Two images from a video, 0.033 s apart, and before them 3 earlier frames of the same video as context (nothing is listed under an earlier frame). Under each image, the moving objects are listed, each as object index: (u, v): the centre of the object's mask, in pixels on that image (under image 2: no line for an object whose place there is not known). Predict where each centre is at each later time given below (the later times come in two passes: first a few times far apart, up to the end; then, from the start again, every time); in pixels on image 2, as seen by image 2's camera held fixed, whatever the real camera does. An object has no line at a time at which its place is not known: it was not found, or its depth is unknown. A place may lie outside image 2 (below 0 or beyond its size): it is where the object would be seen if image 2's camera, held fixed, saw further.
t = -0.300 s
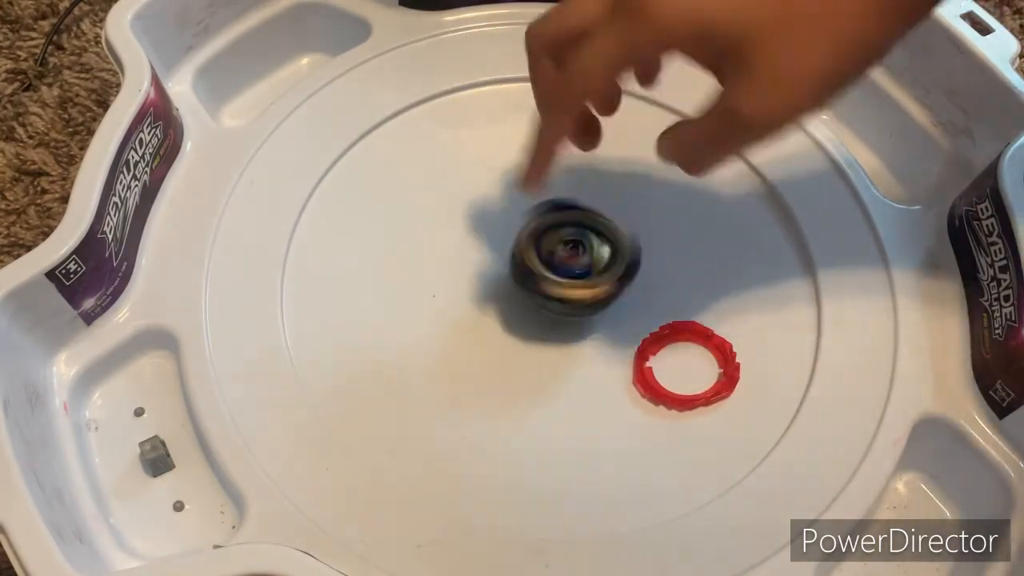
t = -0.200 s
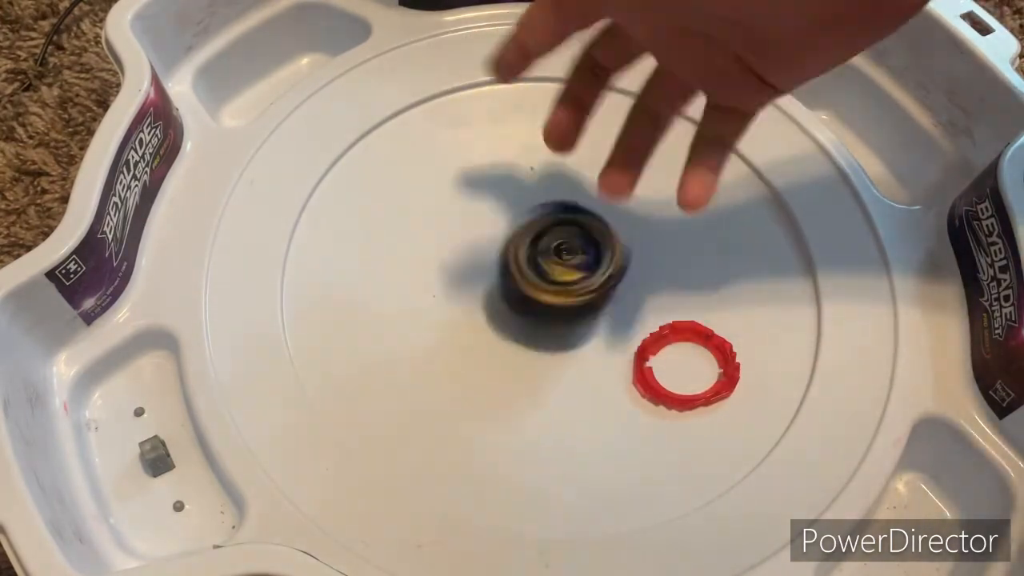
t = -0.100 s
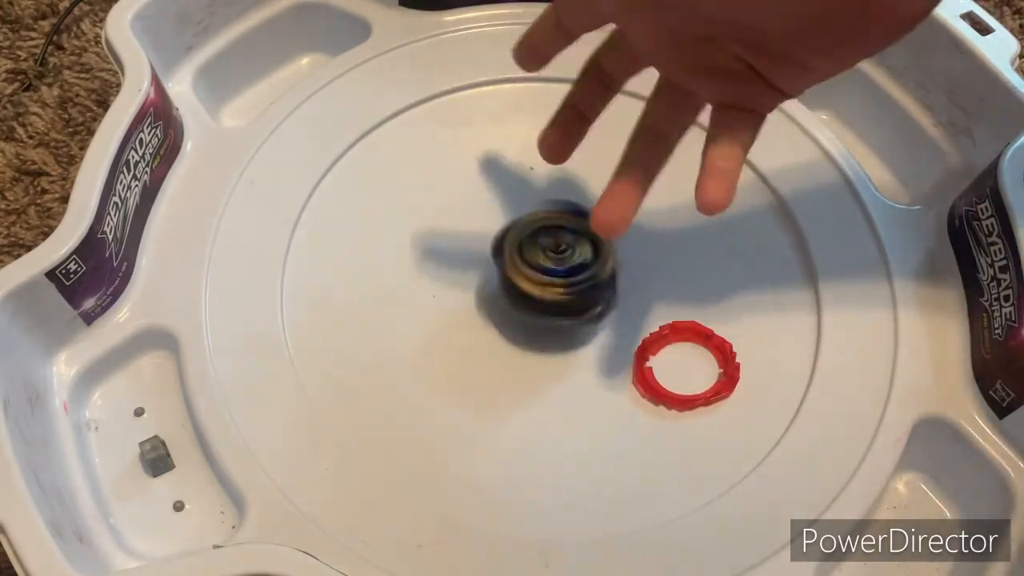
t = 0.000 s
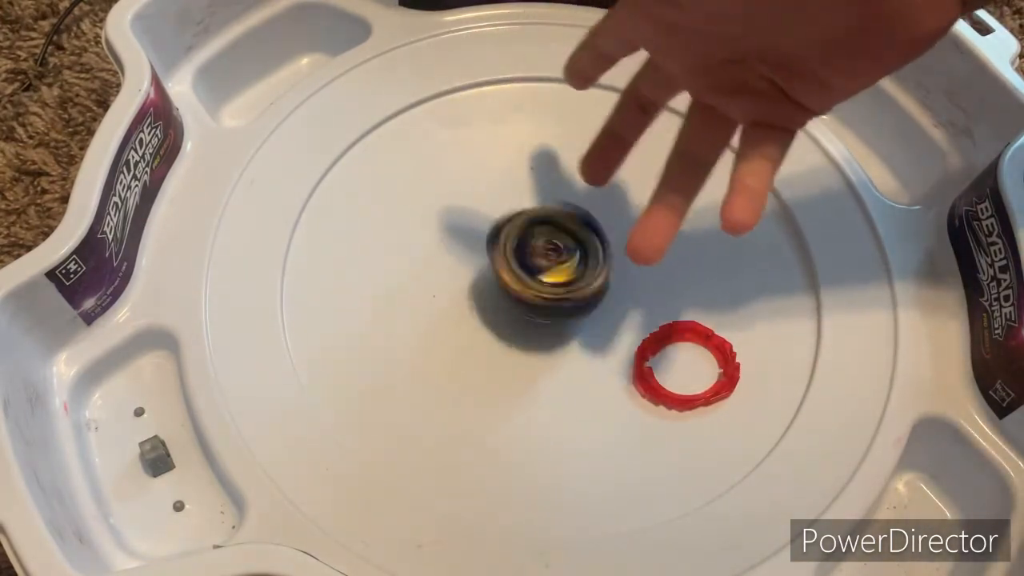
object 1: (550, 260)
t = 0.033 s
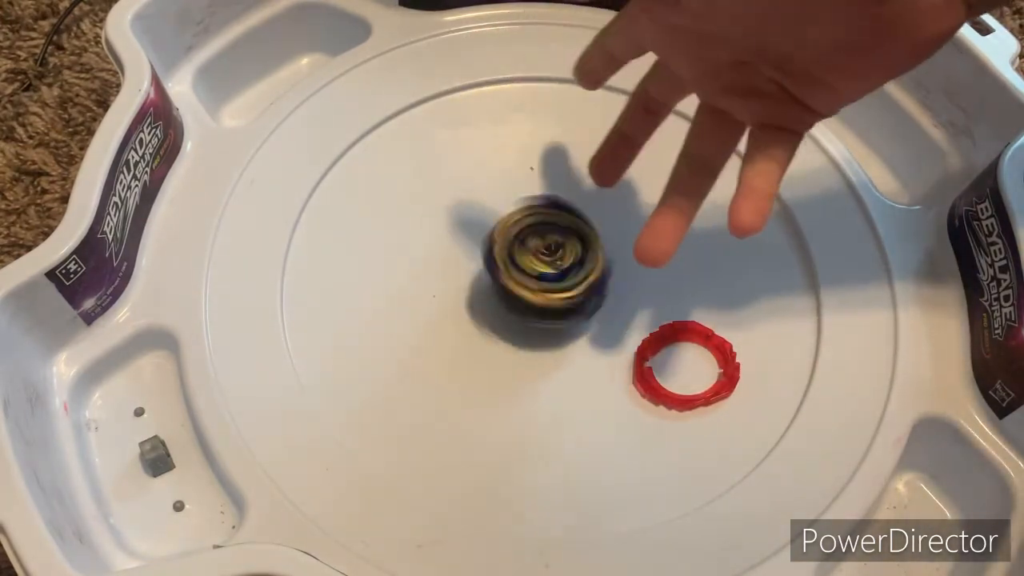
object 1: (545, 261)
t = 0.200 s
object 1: (539, 256)
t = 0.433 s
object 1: (543, 258)
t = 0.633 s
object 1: (538, 276)
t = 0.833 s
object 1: (533, 277)
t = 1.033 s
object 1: (537, 277)
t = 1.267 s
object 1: (544, 278)
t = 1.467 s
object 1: (537, 286)
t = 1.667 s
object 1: (547, 291)
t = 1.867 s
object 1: (558, 283)
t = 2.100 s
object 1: (552, 289)
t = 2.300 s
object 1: (560, 285)
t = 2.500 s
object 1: (567, 274)
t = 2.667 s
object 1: (558, 285)
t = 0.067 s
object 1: (543, 259)
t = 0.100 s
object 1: (542, 257)
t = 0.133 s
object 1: (543, 252)
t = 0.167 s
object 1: (538, 252)
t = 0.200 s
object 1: (539, 256)
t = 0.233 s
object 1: (537, 252)
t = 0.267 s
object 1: (542, 251)
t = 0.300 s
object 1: (543, 253)
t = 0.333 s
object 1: (542, 257)
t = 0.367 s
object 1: (539, 257)
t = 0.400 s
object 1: (541, 257)
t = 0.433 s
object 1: (543, 258)
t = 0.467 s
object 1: (541, 263)
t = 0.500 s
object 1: (541, 267)
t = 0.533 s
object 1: (542, 268)
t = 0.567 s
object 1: (543, 269)
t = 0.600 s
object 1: (539, 274)
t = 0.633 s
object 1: (538, 276)
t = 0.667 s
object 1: (536, 277)
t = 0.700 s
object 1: (537, 277)
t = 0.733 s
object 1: (537, 275)
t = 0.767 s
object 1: (537, 279)
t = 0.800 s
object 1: (533, 280)
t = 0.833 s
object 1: (533, 277)
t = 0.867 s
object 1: (529, 279)
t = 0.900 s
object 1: (526, 281)
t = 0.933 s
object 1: (524, 274)
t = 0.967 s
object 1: (529, 276)
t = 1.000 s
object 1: (535, 275)
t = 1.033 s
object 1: (537, 277)
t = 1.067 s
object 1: (535, 279)
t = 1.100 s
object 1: (536, 278)
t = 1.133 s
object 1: (534, 278)
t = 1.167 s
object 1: (535, 278)
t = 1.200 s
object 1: (536, 279)
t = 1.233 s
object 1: (538, 274)
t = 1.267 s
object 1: (544, 278)
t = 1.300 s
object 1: (550, 279)
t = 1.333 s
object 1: (549, 286)
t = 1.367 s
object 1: (546, 290)
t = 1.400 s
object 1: (545, 288)
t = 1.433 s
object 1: (543, 289)
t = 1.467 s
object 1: (537, 286)
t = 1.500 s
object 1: (542, 291)
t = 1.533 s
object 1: (542, 291)
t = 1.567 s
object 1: (547, 290)
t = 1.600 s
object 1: (548, 289)
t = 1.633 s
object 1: (550, 291)
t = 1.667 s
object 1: (547, 291)
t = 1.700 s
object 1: (543, 290)
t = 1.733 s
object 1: (540, 286)
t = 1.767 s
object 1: (541, 284)
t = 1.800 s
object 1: (542, 279)
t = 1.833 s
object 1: (552, 283)
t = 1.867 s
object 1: (558, 283)
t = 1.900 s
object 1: (561, 284)
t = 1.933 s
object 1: (561, 290)
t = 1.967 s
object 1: (558, 291)
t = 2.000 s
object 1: (553, 290)
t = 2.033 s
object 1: (551, 286)
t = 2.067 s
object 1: (554, 291)
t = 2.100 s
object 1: (552, 289)
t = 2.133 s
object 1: (556, 287)
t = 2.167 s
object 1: (560, 287)
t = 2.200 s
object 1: (564, 287)
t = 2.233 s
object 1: (566, 286)
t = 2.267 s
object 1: (563, 286)
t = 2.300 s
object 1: (560, 285)
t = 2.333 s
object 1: (560, 283)
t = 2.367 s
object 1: (557, 282)
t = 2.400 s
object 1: (550, 274)
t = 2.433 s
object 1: (558, 275)
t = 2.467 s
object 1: (562, 274)
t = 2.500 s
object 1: (567, 274)
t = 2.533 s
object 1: (570, 276)
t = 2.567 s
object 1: (571, 279)
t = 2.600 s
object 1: (569, 282)
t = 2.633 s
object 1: (568, 284)
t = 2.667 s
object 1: (558, 285)
